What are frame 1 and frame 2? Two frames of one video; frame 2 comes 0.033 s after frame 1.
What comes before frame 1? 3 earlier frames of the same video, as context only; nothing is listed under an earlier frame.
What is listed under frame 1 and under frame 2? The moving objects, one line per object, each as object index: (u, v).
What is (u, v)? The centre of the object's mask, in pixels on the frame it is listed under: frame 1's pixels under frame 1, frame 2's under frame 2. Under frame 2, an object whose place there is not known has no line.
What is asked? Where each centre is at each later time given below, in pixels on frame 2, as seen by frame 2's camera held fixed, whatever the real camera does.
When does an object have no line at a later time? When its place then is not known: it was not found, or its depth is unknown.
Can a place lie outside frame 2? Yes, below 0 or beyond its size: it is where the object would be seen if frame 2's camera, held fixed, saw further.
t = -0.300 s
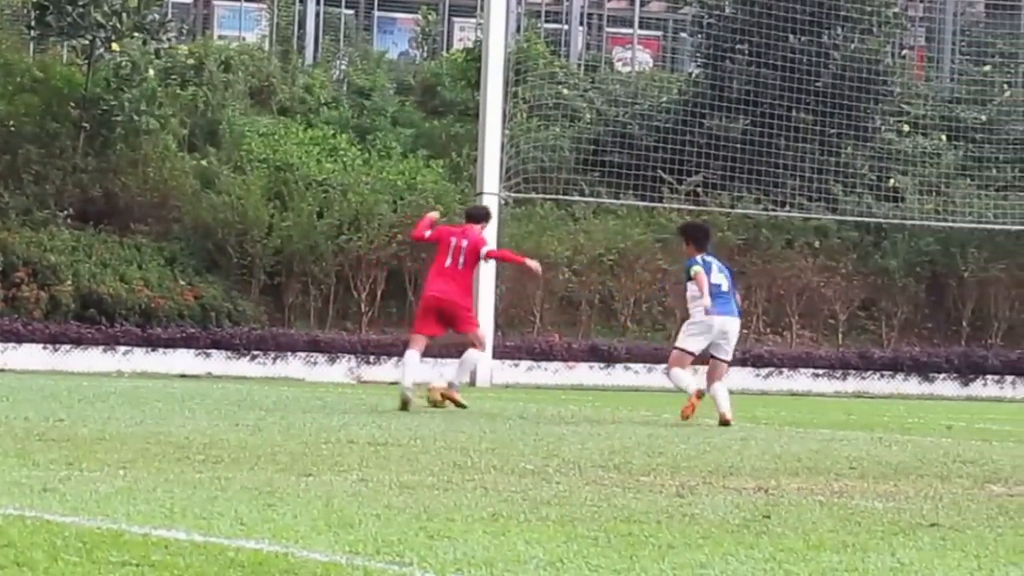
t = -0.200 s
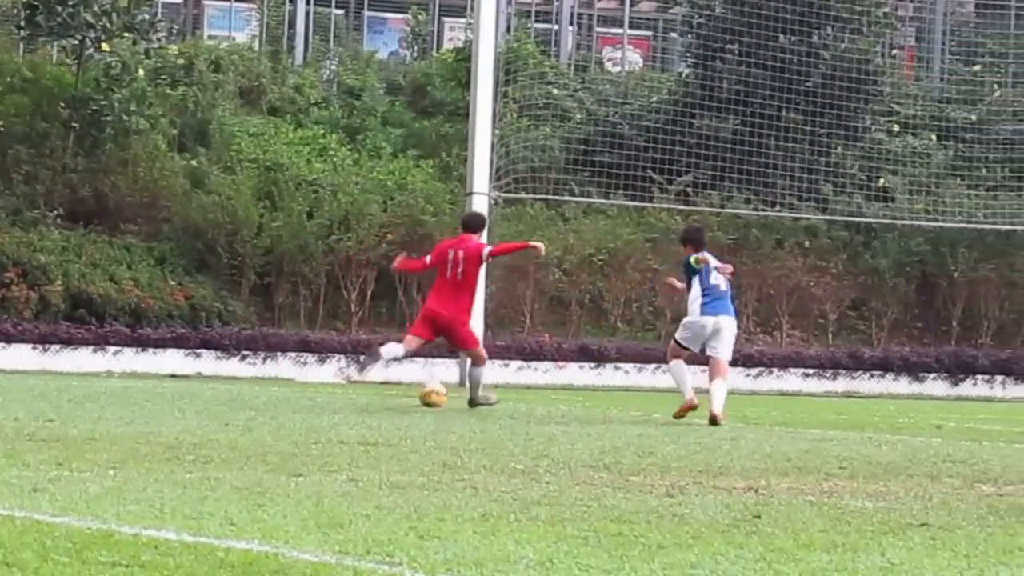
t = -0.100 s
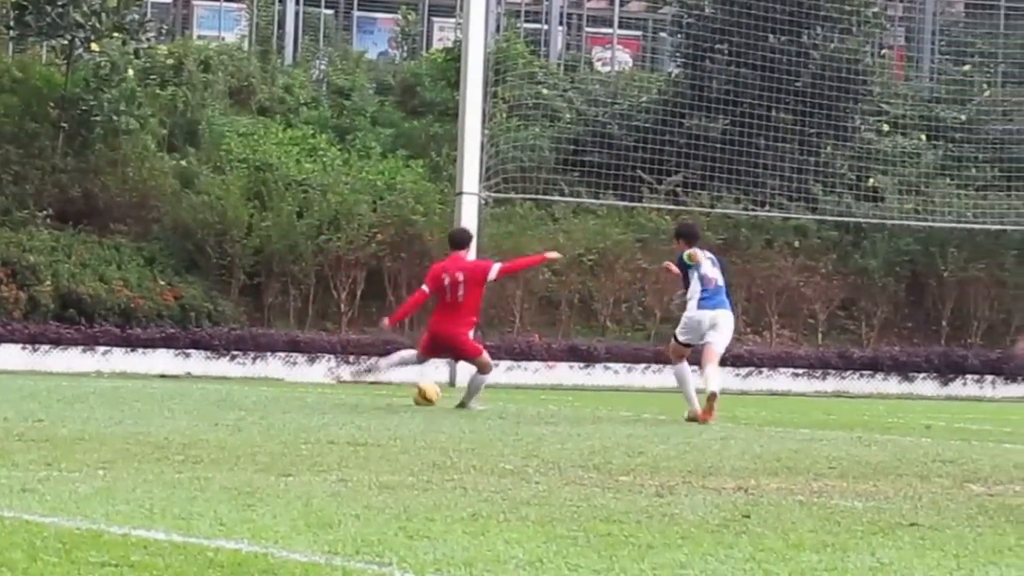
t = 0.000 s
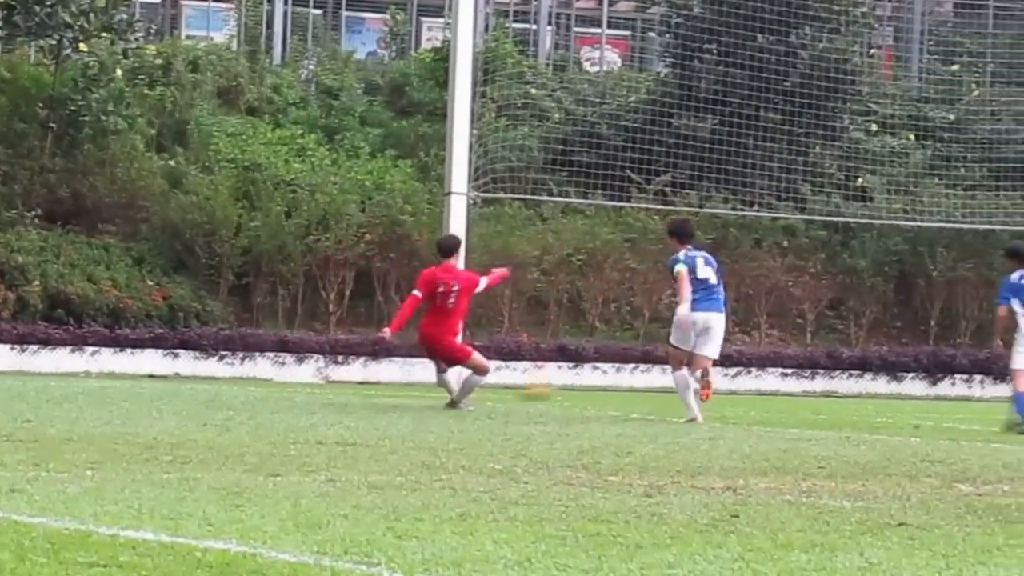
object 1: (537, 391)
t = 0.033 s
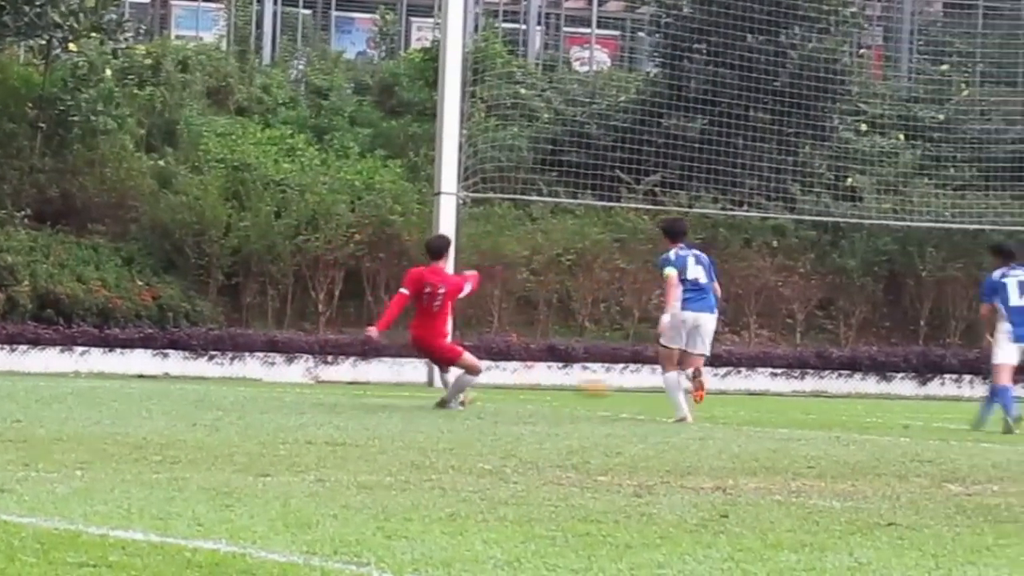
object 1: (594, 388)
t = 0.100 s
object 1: (725, 382)
